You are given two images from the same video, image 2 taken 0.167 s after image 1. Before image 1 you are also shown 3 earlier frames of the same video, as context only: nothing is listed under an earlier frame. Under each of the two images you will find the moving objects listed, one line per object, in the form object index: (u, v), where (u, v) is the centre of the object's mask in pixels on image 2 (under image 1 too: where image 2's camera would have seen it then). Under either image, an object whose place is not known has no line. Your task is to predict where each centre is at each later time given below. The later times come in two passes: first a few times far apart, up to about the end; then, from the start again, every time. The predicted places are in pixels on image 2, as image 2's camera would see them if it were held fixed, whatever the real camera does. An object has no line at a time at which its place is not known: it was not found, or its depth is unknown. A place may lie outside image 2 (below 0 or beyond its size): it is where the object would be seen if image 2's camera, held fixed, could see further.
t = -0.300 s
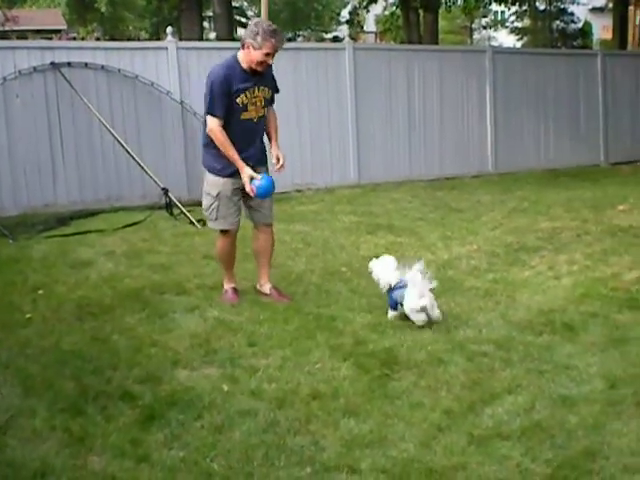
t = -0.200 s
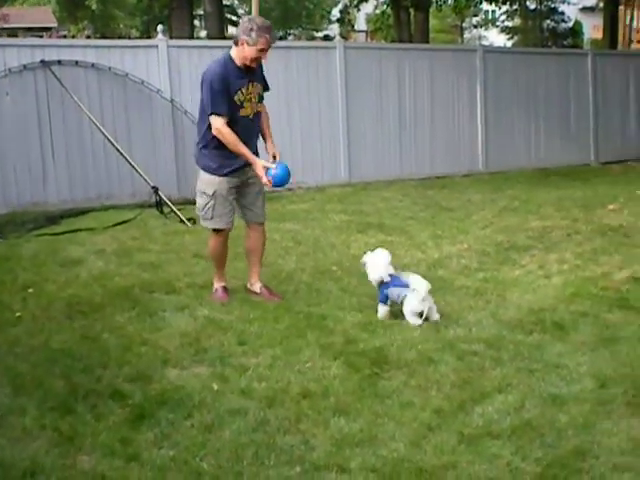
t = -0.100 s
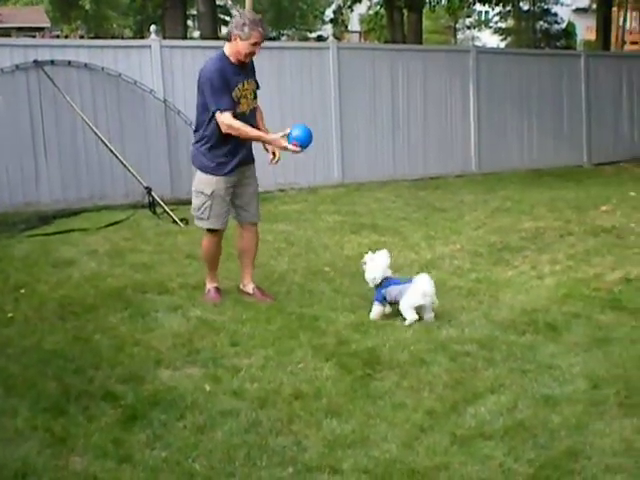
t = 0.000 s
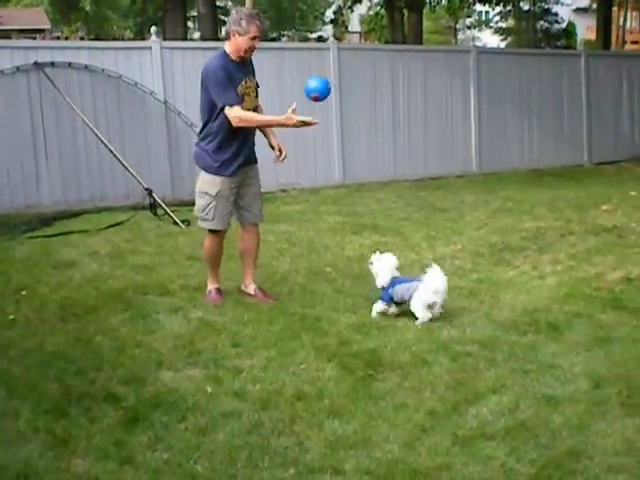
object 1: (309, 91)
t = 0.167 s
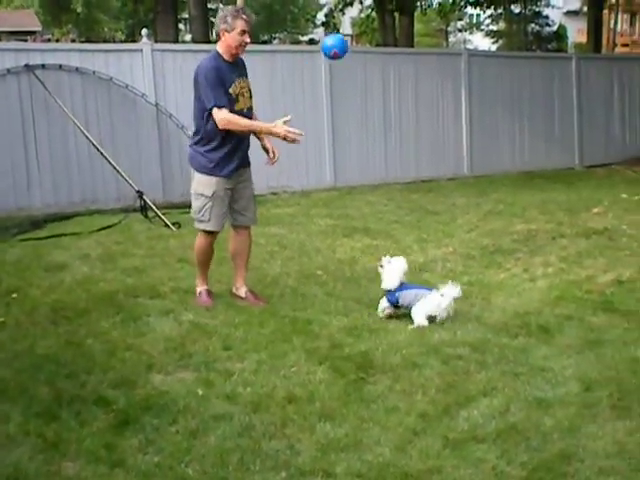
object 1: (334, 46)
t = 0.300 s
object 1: (354, 44)
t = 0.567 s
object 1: (387, 125)
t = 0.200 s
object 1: (339, 43)
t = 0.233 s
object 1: (344, 41)
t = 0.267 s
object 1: (349, 41)
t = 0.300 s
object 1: (354, 44)
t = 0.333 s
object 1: (358, 47)
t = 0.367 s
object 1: (363, 53)
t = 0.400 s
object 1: (367, 60)
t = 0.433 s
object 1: (371, 70)
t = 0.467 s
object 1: (375, 81)
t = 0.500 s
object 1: (379, 94)
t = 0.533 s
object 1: (383, 109)
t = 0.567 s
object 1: (387, 125)
